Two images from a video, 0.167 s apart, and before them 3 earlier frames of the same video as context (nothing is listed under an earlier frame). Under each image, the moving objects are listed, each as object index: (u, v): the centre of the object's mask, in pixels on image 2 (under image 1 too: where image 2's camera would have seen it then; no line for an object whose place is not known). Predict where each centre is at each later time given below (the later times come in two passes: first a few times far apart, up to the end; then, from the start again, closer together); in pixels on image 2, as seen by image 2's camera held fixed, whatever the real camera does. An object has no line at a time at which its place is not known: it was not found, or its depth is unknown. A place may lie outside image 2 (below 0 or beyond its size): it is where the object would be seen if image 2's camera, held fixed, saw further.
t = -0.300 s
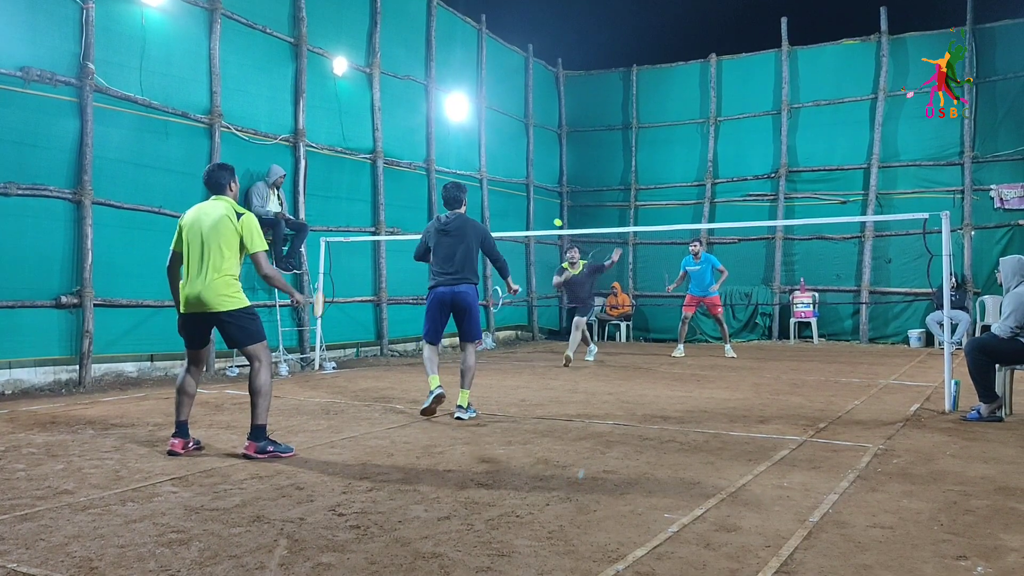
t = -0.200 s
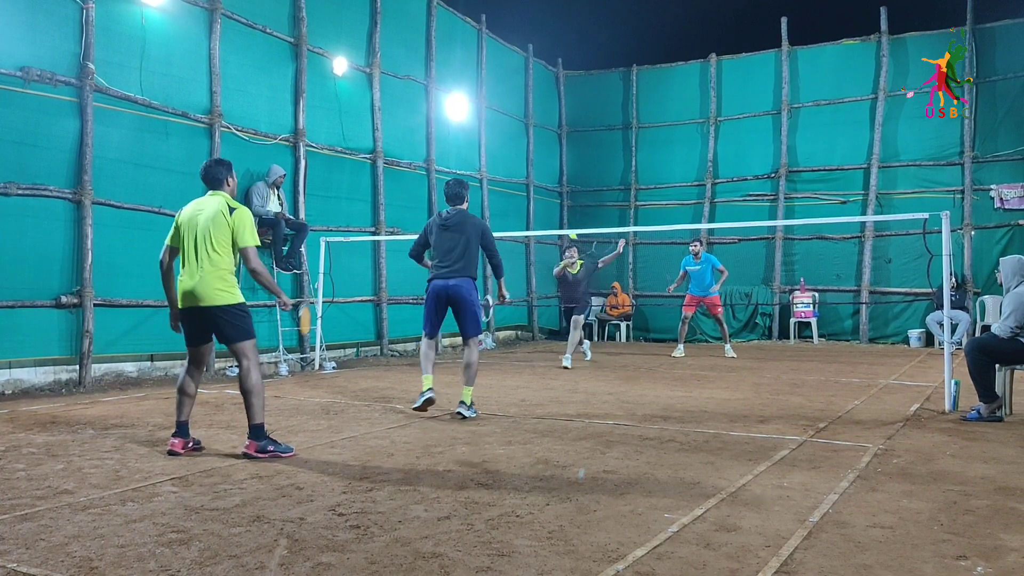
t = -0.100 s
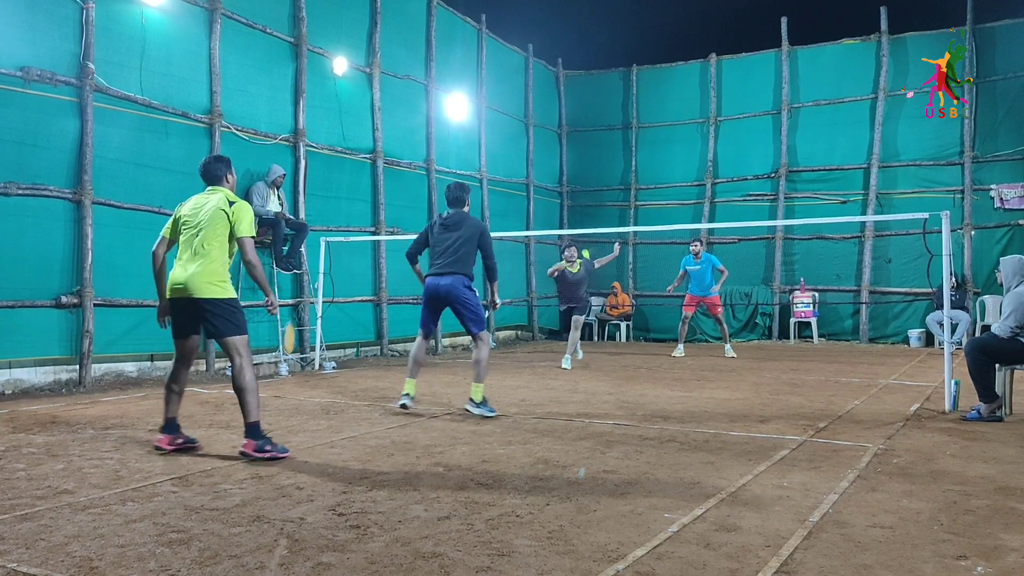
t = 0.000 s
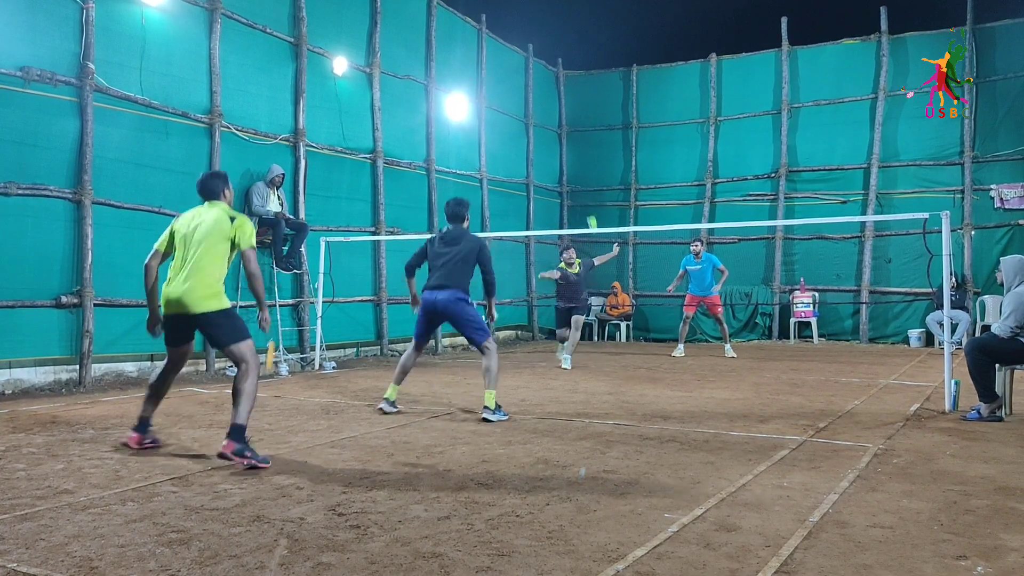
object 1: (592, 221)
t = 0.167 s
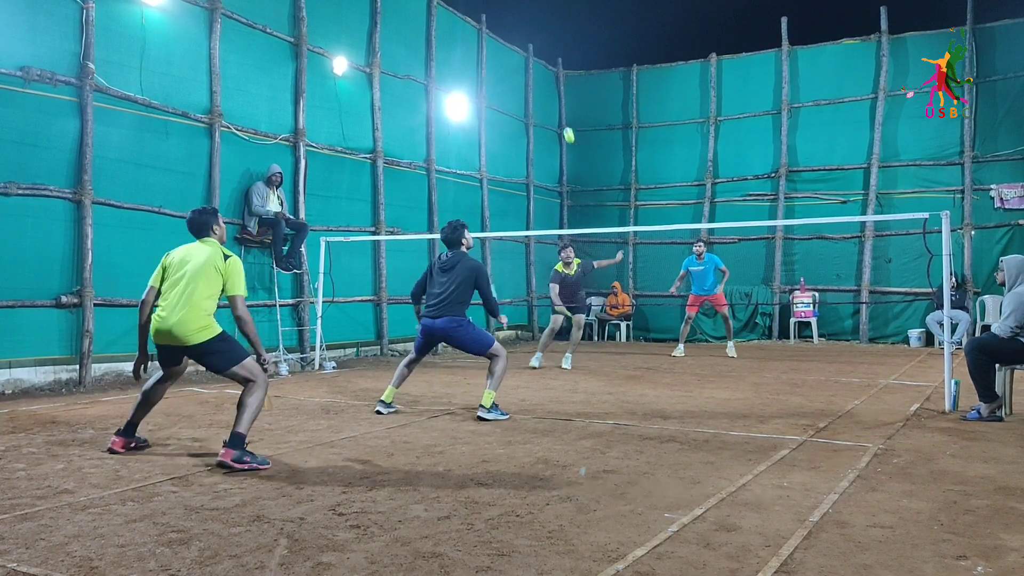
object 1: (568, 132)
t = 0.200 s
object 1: (564, 118)
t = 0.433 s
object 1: (528, 56)
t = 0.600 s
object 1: (493, 65)
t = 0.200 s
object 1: (564, 118)
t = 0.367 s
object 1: (540, 66)
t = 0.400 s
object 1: (534, 60)
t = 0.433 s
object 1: (528, 56)
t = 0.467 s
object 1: (522, 53)
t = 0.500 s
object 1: (515, 52)
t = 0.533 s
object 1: (508, 54)
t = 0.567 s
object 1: (501, 58)
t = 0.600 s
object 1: (493, 65)
